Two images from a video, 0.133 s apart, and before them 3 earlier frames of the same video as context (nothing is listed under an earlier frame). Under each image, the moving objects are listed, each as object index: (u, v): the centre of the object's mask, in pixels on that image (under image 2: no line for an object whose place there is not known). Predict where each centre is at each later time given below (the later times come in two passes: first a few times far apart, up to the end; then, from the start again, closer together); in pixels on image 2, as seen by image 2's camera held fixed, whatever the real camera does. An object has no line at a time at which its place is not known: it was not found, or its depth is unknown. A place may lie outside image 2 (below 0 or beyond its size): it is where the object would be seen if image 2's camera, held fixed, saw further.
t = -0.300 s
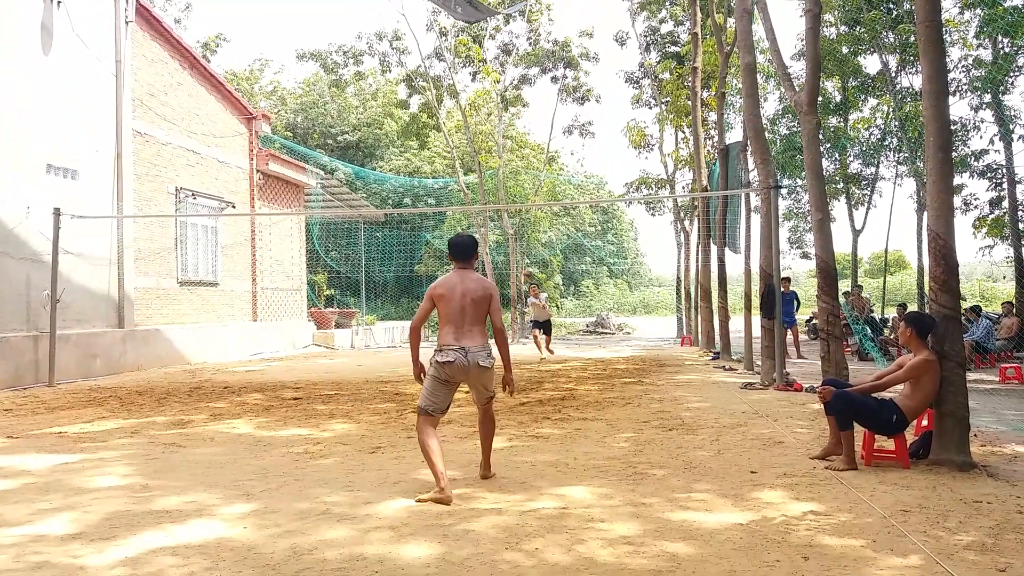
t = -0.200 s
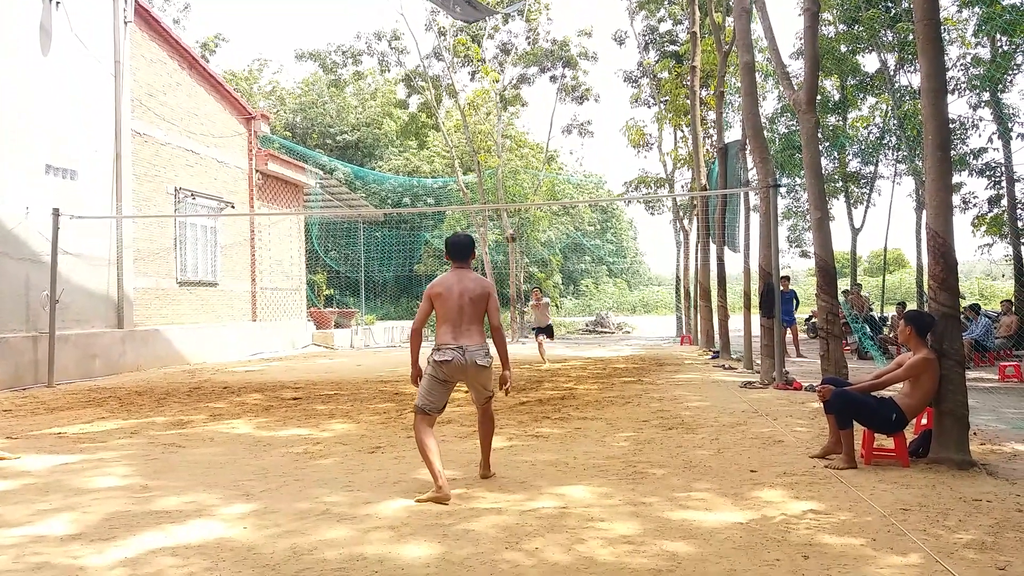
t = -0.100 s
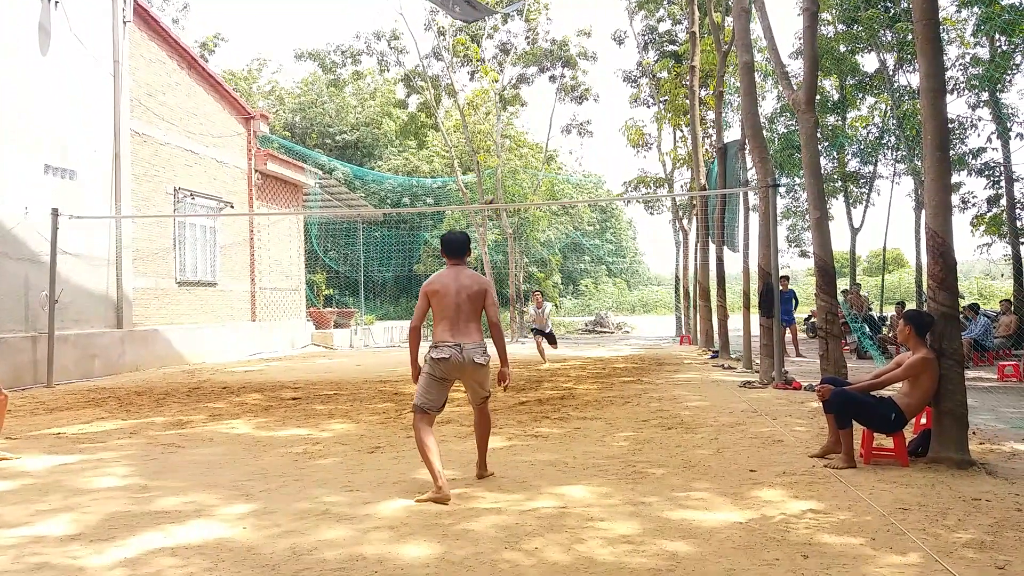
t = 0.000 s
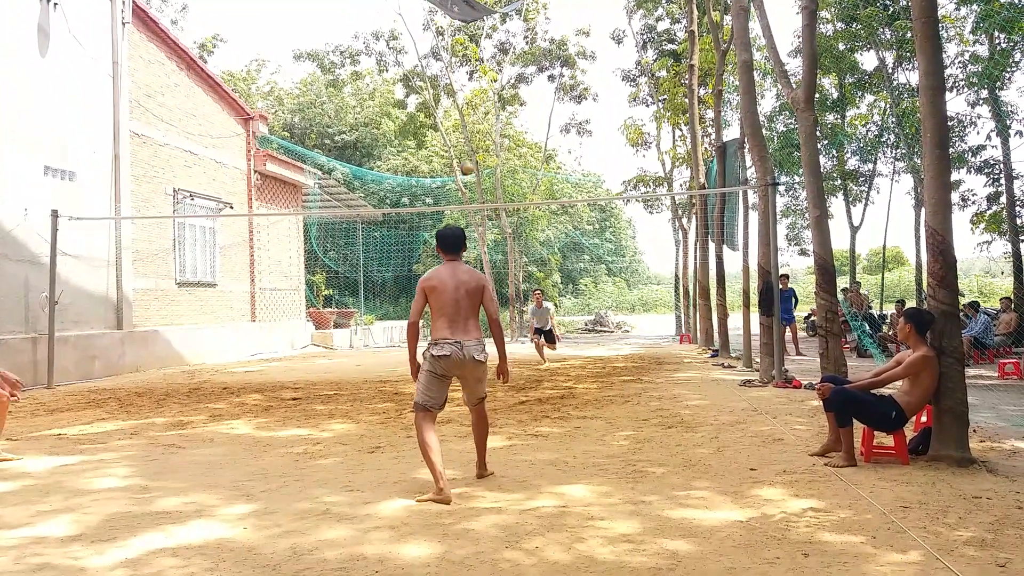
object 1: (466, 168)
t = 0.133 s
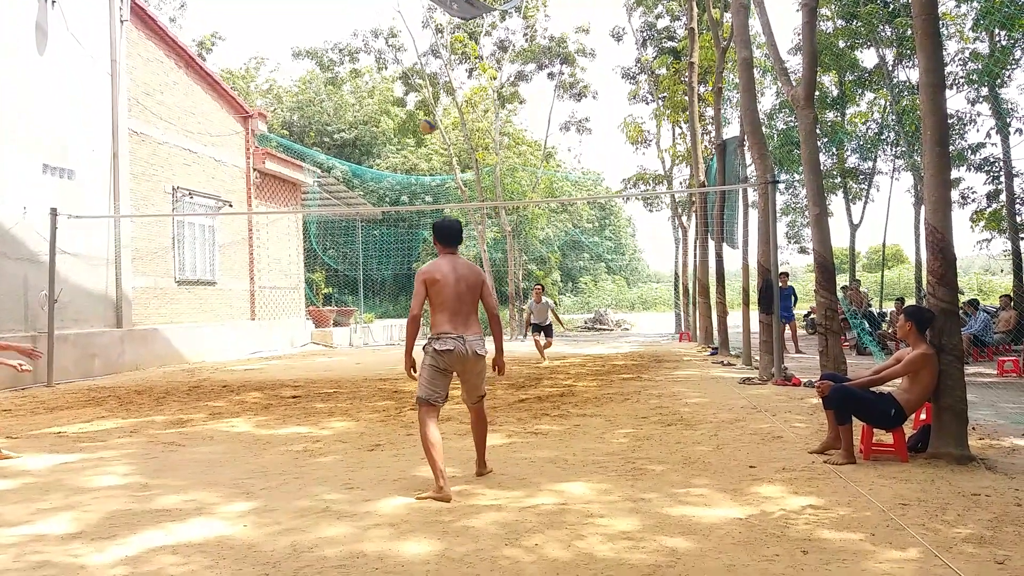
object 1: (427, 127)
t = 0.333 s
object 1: (354, 77)
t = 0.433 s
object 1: (308, 62)
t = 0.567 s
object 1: (232, 55)
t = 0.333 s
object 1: (354, 77)
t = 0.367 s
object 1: (340, 71)
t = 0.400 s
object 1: (324, 66)
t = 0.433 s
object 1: (308, 62)
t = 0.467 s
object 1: (291, 58)
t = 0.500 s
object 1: (272, 56)
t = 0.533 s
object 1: (253, 55)
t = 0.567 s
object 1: (232, 55)
